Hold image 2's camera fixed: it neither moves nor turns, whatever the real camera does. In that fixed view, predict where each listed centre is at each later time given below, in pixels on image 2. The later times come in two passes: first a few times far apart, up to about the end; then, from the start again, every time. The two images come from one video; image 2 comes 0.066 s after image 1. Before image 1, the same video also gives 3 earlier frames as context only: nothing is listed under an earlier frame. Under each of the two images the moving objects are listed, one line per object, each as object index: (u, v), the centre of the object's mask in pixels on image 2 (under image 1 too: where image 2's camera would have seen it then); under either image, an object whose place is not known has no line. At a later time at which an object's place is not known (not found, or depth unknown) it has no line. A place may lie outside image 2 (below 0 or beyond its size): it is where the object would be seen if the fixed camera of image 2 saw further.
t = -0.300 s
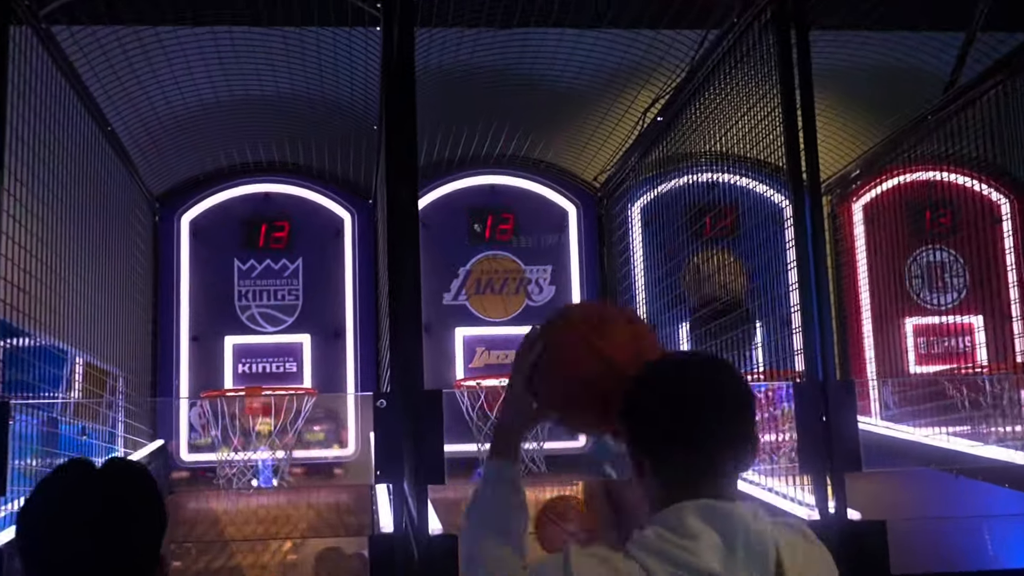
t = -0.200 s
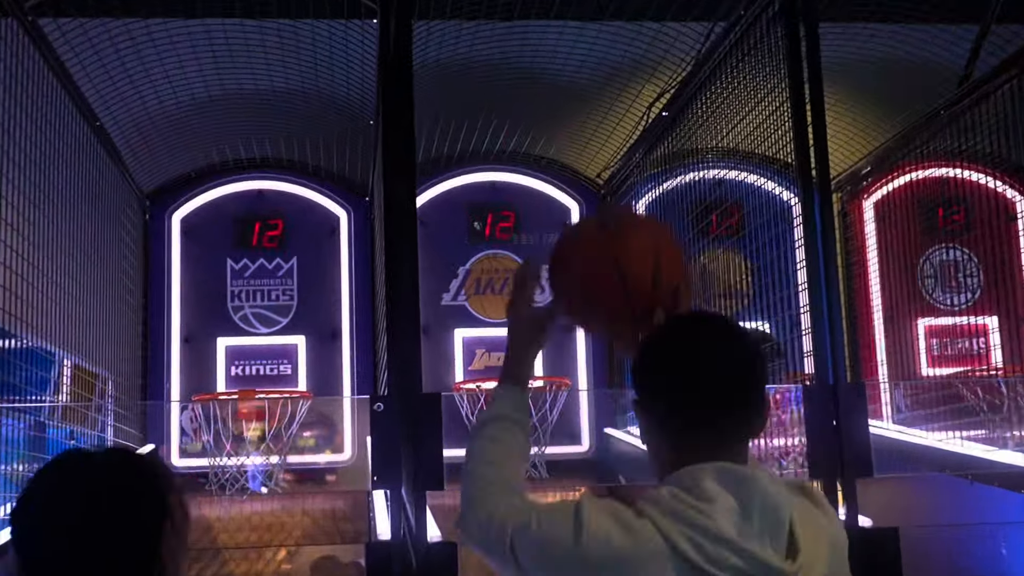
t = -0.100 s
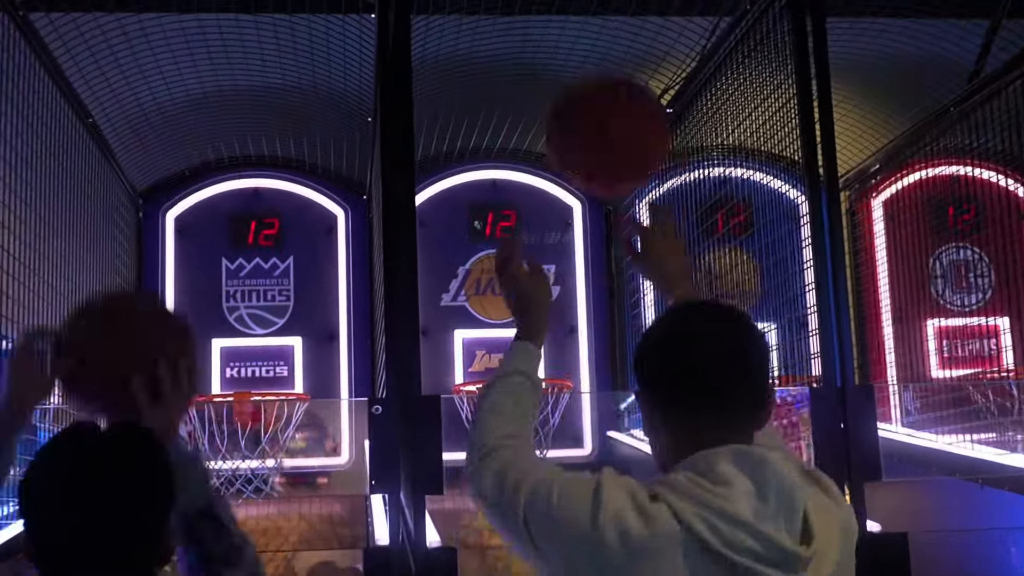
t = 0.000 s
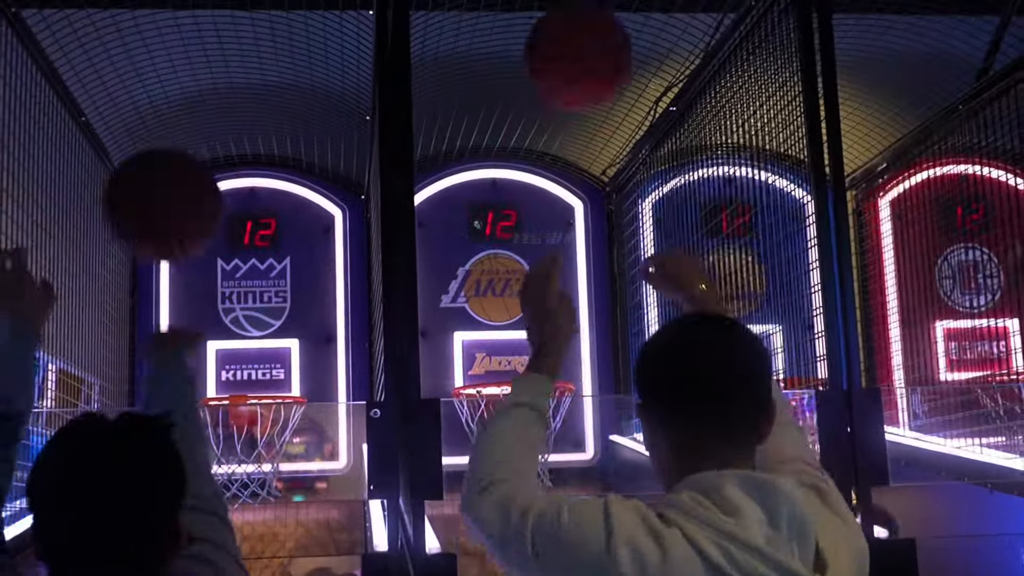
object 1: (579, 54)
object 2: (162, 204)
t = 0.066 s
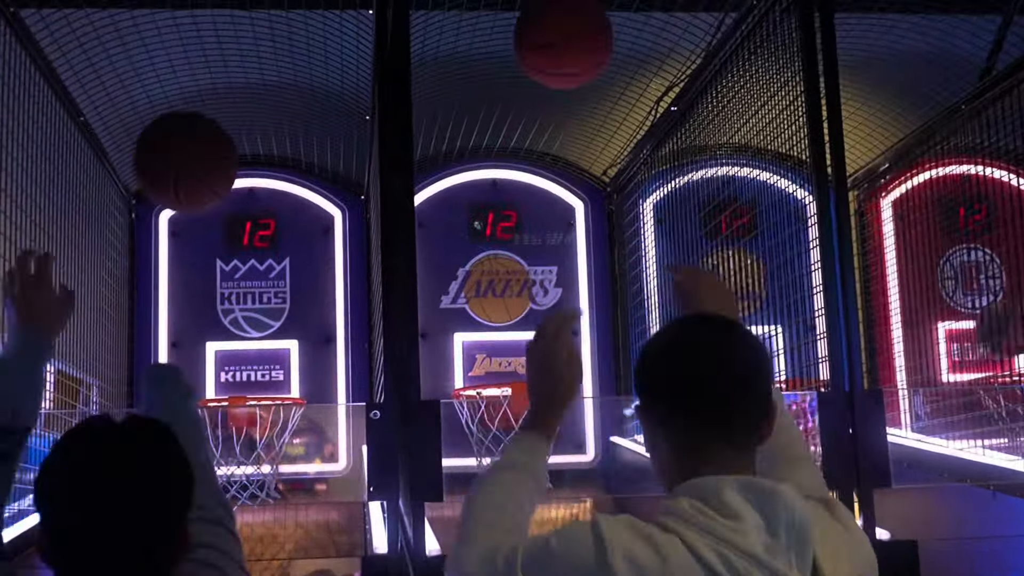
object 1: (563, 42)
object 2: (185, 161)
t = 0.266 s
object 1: (535, 92)
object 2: (231, 165)
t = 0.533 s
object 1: (514, 313)
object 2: (255, 306)
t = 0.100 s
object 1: (557, 42)
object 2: (195, 150)
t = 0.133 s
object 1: (551, 43)
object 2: (204, 145)
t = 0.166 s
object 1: (546, 48)
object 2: (212, 144)
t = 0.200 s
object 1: (542, 59)
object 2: (218, 147)
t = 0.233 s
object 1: (538, 74)
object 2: (225, 154)
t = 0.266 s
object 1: (535, 92)
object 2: (231, 165)
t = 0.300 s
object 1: (531, 112)
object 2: (235, 179)
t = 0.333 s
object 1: (528, 135)
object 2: (240, 195)
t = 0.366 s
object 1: (526, 160)
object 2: (245, 214)
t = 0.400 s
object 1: (524, 189)
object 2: (248, 232)
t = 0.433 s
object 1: (521, 218)
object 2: (251, 249)
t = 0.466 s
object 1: (519, 247)
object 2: (256, 275)
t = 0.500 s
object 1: (517, 280)
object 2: (258, 298)
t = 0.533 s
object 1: (514, 313)
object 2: (255, 306)
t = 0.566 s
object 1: (511, 348)
